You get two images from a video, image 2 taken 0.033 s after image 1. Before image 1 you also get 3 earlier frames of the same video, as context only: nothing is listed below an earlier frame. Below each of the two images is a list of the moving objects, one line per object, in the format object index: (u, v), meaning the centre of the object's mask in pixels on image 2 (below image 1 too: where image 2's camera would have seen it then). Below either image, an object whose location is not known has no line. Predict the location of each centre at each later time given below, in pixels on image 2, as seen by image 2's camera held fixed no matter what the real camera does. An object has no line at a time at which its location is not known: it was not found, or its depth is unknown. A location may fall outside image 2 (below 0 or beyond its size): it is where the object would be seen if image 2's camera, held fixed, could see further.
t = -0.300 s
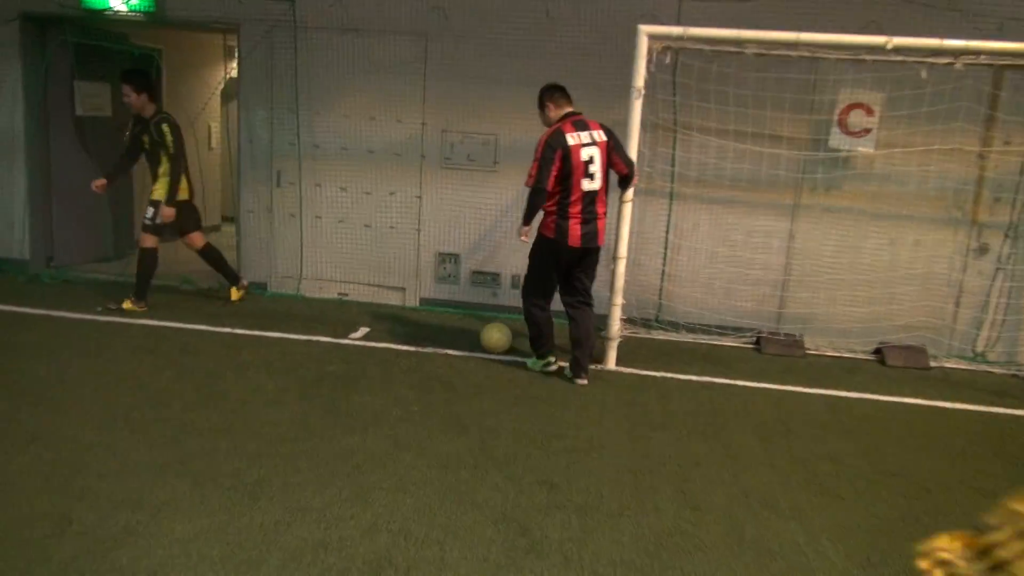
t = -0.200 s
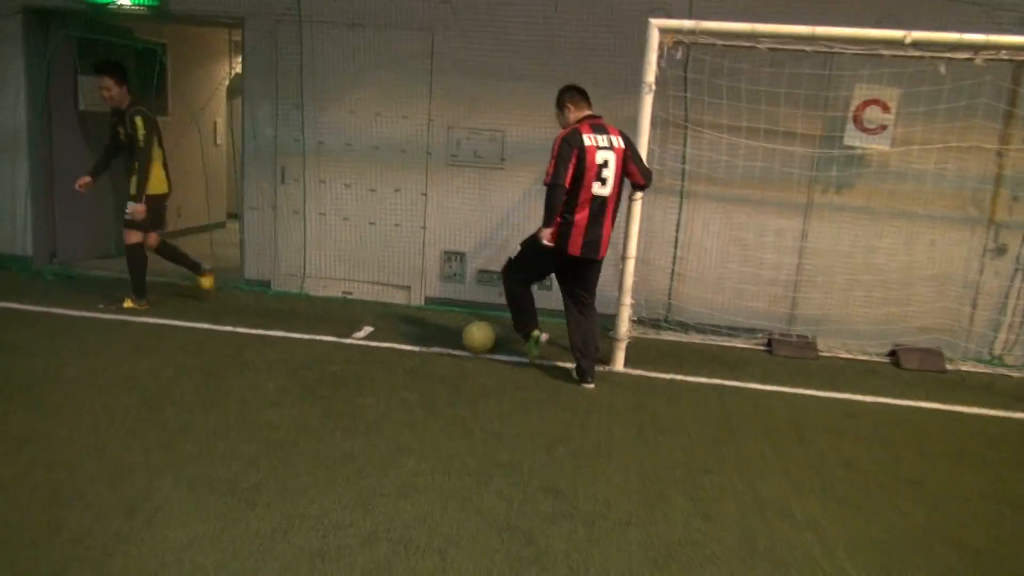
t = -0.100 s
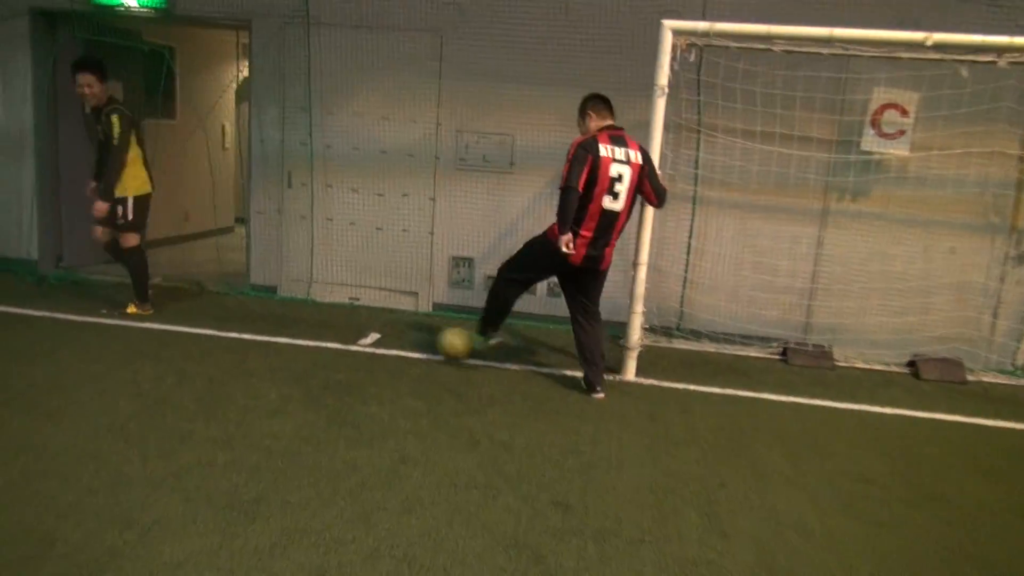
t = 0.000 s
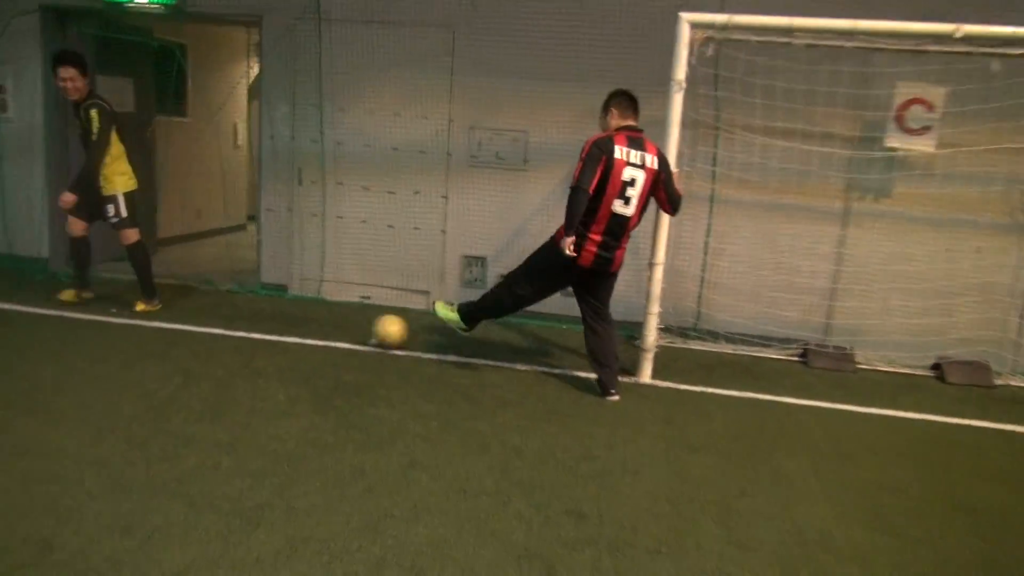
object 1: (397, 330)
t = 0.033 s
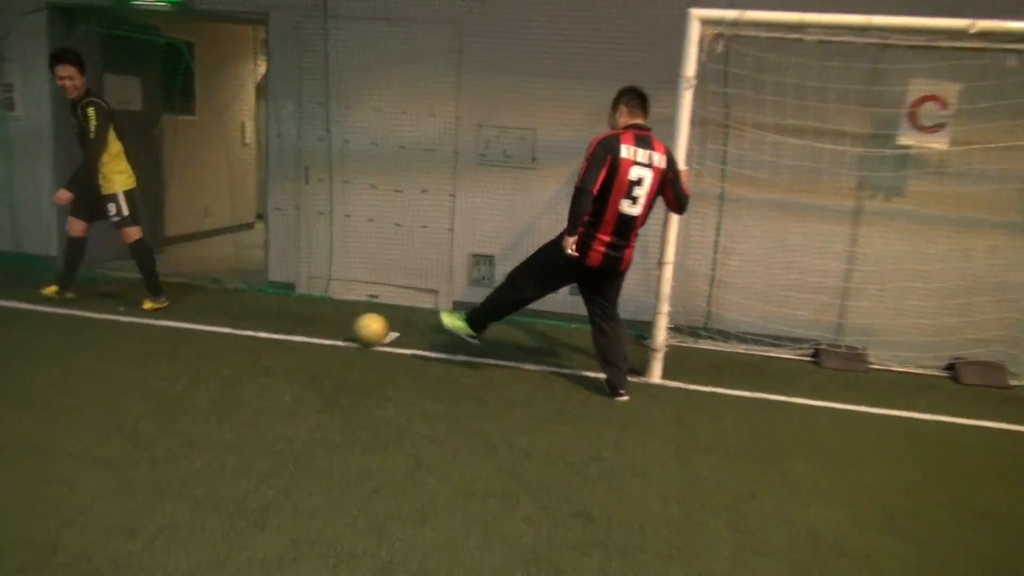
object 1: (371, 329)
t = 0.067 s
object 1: (348, 327)
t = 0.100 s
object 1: (326, 324)
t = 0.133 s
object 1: (304, 322)
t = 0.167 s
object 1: (283, 322)
